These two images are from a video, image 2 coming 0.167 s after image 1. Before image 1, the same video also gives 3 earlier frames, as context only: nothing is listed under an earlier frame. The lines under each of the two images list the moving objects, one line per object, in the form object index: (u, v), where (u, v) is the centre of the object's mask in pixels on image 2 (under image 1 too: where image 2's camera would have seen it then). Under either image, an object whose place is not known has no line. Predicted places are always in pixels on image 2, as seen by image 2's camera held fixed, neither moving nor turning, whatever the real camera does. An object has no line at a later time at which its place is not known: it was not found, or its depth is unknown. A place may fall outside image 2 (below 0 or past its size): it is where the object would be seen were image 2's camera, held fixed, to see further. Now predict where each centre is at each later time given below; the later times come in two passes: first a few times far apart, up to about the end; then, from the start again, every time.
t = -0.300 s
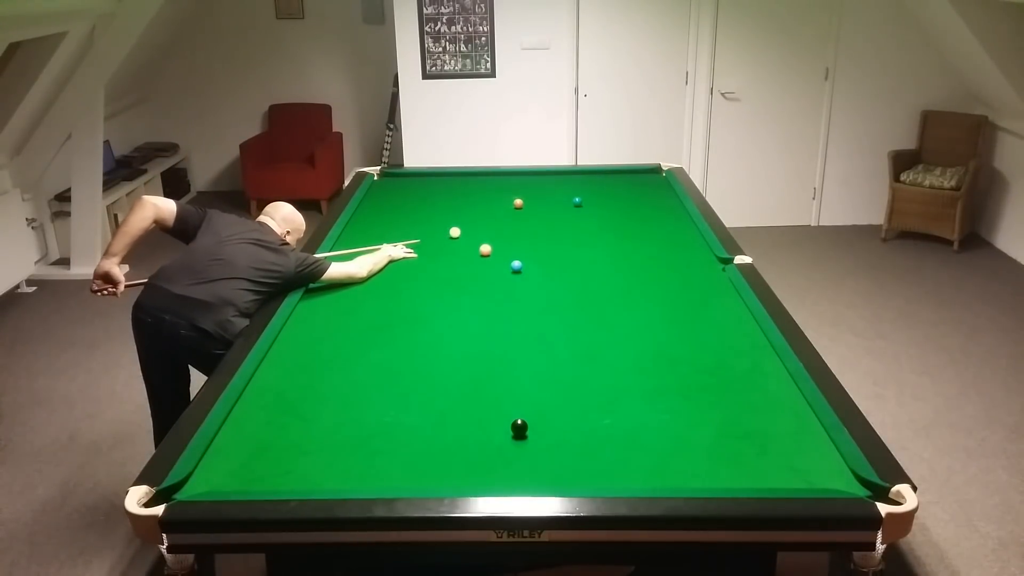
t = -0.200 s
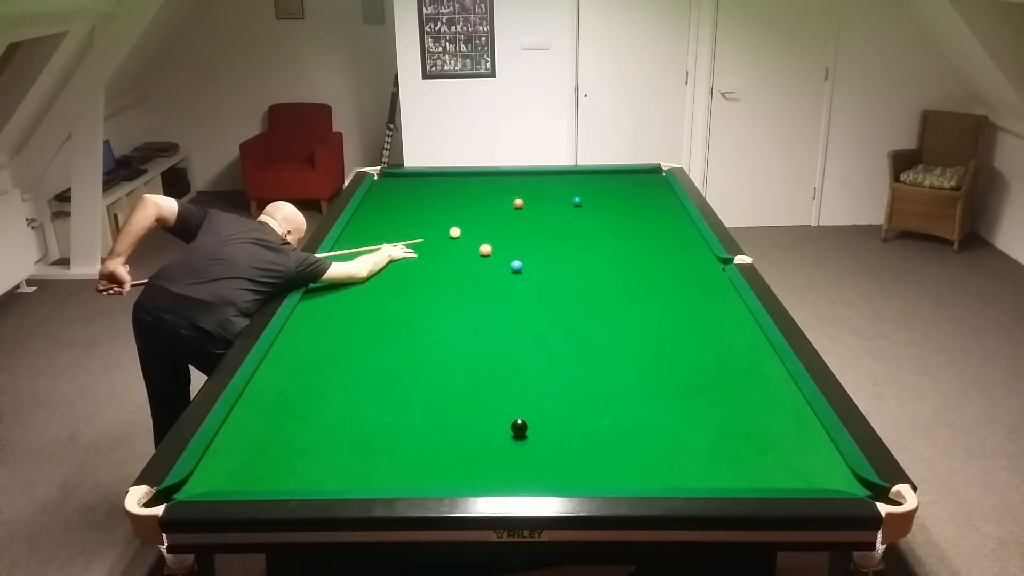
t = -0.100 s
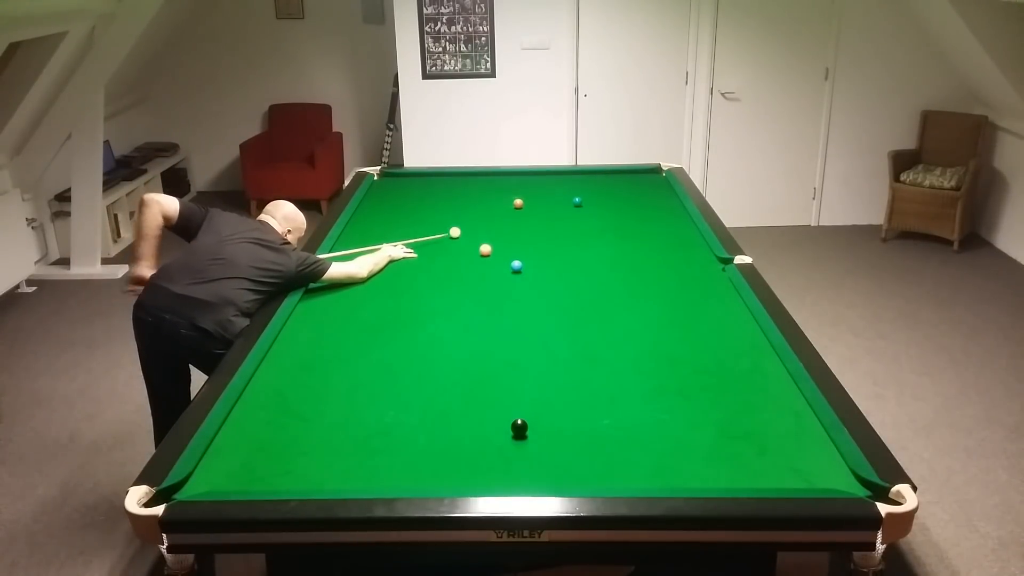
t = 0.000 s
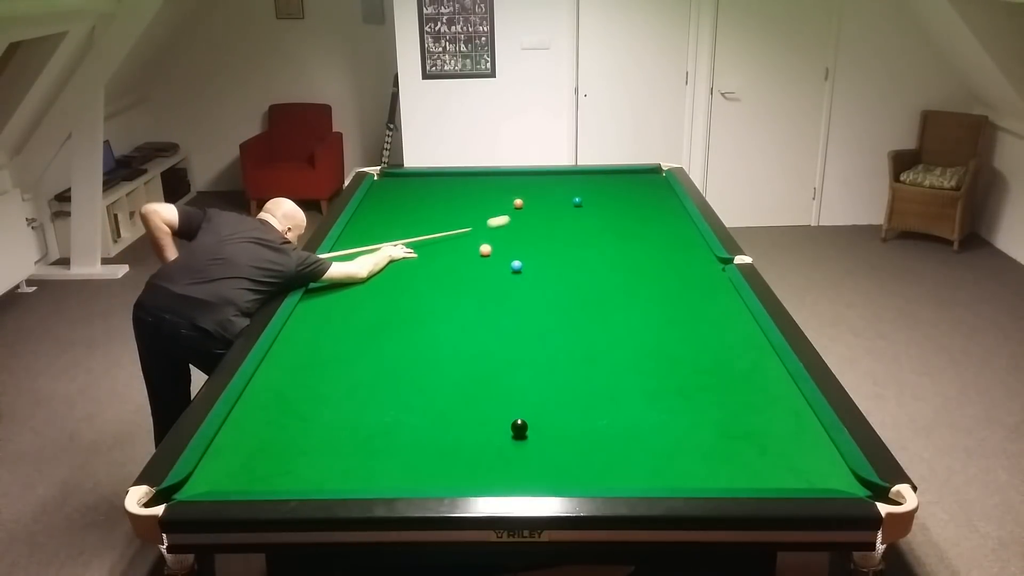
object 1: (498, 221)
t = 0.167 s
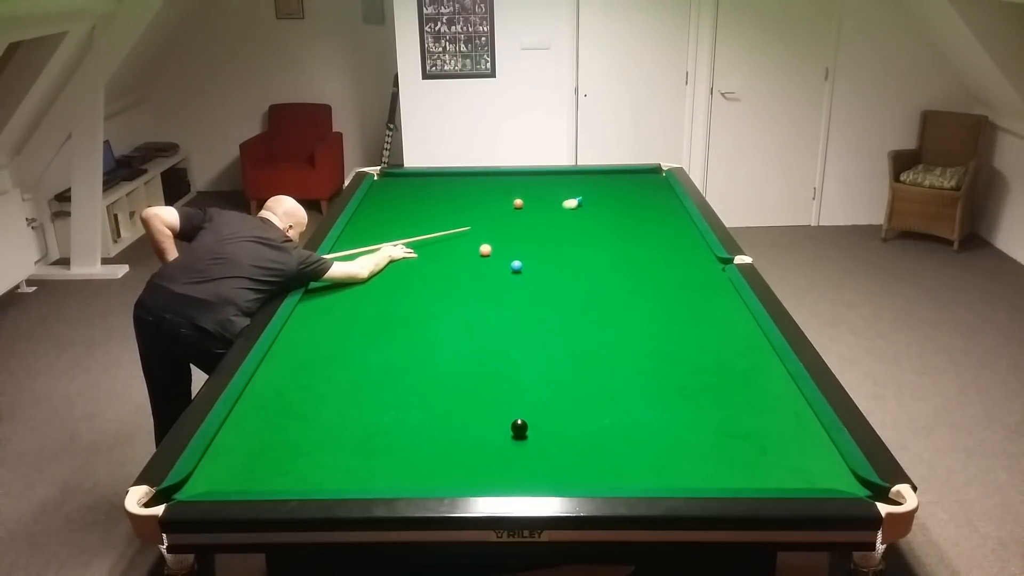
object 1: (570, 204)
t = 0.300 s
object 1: (584, 205)
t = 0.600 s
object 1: (610, 206)
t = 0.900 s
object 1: (634, 207)
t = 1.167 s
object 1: (655, 208)
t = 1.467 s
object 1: (677, 209)
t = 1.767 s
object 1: (672, 210)
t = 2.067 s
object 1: (661, 211)
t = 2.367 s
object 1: (652, 212)
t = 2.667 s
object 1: (643, 213)
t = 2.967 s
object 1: (636, 214)
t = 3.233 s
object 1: (630, 215)
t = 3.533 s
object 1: (625, 215)
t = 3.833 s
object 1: (622, 216)
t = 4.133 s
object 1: (619, 216)
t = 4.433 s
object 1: (618, 216)
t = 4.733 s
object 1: (618, 216)
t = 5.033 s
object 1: (618, 216)
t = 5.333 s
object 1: (618, 216)
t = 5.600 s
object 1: (618, 216)
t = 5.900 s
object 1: (618, 216)
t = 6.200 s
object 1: (618, 216)
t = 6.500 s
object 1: (618, 216)
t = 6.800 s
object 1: (618, 216)
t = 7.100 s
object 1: (618, 216)
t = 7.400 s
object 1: (618, 216)
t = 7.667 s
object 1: (618, 216)
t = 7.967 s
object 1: (618, 216)
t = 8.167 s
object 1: (618, 216)
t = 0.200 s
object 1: (575, 204)
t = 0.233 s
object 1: (578, 204)
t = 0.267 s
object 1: (581, 204)
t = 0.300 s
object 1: (584, 205)
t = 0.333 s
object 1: (587, 205)
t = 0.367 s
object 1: (590, 205)
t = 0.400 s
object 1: (593, 205)
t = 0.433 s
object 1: (595, 205)
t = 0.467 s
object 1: (598, 205)
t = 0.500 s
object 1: (601, 205)
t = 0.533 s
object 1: (604, 205)
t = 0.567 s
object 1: (607, 206)
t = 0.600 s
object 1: (610, 206)
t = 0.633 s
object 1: (612, 206)
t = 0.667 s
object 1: (615, 206)
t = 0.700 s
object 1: (618, 206)
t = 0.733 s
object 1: (621, 206)
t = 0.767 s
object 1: (623, 206)
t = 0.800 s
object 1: (626, 207)
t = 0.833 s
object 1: (629, 207)
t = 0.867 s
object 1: (631, 207)
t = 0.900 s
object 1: (634, 207)
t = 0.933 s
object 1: (637, 207)
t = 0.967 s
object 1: (639, 207)
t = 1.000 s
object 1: (642, 207)
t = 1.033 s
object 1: (644, 208)
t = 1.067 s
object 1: (647, 208)
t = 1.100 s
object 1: (650, 208)
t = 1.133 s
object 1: (652, 208)
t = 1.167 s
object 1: (655, 208)
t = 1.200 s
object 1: (657, 208)
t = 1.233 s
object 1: (660, 208)
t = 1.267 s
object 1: (662, 208)
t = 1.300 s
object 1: (665, 208)
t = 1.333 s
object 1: (667, 209)
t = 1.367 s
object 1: (669, 209)
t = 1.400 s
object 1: (672, 209)
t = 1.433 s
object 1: (674, 209)
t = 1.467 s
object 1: (677, 209)
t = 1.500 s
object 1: (679, 209)
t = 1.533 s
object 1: (681, 209)
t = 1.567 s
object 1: (680, 210)
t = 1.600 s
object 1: (679, 210)
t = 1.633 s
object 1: (678, 210)
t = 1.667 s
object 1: (676, 210)
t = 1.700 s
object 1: (675, 210)
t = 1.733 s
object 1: (674, 210)
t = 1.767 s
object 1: (672, 210)
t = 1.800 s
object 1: (671, 210)
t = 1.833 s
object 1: (670, 210)
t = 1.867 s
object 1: (669, 211)
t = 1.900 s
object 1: (667, 211)
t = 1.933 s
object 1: (666, 211)
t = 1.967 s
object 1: (665, 211)
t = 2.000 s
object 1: (664, 211)
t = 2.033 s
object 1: (663, 211)
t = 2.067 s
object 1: (661, 211)
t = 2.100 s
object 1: (660, 212)
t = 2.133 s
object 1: (659, 212)
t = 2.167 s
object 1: (658, 212)
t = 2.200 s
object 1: (657, 212)
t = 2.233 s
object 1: (656, 212)
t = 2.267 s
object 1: (655, 212)
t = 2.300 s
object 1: (654, 212)
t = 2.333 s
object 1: (653, 212)
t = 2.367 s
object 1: (652, 212)
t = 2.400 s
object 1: (651, 212)
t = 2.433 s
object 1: (650, 213)
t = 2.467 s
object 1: (649, 213)
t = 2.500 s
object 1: (648, 213)
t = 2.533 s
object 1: (647, 213)
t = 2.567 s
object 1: (646, 213)
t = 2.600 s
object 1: (645, 213)
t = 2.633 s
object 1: (644, 213)
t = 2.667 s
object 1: (643, 213)
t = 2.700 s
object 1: (643, 213)
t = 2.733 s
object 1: (642, 213)
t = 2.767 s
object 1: (641, 214)
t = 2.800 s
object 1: (640, 214)
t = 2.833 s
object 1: (639, 214)
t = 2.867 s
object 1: (638, 214)
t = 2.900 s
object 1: (638, 214)
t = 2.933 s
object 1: (637, 214)
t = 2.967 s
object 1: (636, 214)
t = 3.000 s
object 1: (635, 214)
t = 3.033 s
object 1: (634, 214)
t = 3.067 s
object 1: (634, 214)
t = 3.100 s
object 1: (633, 214)
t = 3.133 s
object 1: (632, 214)
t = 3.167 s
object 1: (632, 214)
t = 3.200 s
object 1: (631, 215)
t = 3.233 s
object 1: (630, 215)
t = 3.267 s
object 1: (630, 215)
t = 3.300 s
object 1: (629, 215)
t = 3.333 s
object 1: (629, 215)
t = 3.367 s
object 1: (628, 215)
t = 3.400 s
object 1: (627, 215)
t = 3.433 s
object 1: (627, 215)
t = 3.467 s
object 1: (626, 215)
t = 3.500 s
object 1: (626, 215)
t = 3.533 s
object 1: (625, 215)
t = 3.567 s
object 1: (625, 215)
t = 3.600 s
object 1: (624, 215)
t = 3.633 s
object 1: (624, 215)
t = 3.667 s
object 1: (624, 215)
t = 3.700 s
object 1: (623, 215)
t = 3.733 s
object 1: (623, 215)
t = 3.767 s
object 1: (622, 215)
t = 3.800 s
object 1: (622, 215)
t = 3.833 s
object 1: (622, 216)
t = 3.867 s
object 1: (621, 216)
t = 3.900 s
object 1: (621, 216)
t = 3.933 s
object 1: (621, 216)
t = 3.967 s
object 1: (620, 216)
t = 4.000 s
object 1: (620, 216)
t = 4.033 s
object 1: (620, 216)
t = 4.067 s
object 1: (620, 216)
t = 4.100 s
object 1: (619, 216)
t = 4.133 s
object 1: (619, 216)
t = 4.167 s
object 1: (619, 216)
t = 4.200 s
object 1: (619, 216)
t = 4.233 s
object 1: (618, 216)
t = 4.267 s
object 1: (618, 216)
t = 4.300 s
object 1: (618, 216)
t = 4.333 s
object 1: (618, 216)
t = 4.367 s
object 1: (618, 216)
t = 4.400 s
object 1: (618, 216)
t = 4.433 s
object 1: (618, 216)
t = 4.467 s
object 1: (618, 216)
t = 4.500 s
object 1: (618, 216)
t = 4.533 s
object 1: (618, 216)
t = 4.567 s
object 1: (618, 216)
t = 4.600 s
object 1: (618, 216)
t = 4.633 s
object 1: (618, 216)
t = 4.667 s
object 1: (618, 216)
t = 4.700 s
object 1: (618, 216)
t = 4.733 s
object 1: (618, 216)
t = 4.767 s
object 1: (618, 216)
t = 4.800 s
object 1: (618, 216)
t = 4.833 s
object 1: (618, 216)
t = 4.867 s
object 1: (618, 216)
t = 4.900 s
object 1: (618, 216)
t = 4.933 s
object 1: (618, 216)
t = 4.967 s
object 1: (618, 216)
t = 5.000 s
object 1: (618, 216)
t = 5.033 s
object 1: (618, 216)
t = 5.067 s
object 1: (618, 216)
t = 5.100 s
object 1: (618, 216)
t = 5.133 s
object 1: (618, 216)
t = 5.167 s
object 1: (618, 216)
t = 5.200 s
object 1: (618, 216)
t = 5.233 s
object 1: (618, 216)
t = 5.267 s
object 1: (618, 216)
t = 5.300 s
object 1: (618, 216)
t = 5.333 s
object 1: (618, 216)
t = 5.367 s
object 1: (618, 216)
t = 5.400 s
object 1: (618, 216)
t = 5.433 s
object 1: (618, 216)
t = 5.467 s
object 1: (618, 216)
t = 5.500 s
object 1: (618, 216)
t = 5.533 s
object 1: (618, 216)
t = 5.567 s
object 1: (618, 216)
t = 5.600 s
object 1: (618, 216)
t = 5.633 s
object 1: (618, 216)
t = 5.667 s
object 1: (618, 216)
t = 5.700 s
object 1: (618, 216)
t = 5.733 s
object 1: (618, 216)
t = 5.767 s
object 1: (618, 216)
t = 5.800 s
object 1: (618, 216)
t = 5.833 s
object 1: (618, 216)
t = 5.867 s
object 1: (618, 216)
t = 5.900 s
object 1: (618, 216)
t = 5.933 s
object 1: (618, 216)
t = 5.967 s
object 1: (618, 216)
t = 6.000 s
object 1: (618, 216)
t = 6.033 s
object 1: (618, 216)
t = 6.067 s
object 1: (618, 216)
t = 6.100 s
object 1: (618, 216)
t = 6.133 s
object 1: (618, 216)
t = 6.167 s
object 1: (618, 216)
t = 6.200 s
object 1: (618, 216)
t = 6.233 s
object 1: (618, 216)
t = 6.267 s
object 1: (618, 216)
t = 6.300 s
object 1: (618, 216)
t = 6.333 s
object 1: (618, 216)
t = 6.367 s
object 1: (618, 216)
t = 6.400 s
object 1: (618, 216)
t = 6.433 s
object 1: (618, 216)
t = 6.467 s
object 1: (618, 216)
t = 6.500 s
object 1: (618, 216)
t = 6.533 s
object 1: (618, 216)
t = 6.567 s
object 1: (618, 216)
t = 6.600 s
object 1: (618, 216)
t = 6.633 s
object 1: (618, 216)
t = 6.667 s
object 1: (618, 216)
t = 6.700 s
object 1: (618, 216)
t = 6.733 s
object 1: (618, 216)
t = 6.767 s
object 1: (618, 216)
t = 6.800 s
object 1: (618, 216)
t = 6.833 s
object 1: (618, 216)
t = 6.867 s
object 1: (618, 216)
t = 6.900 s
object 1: (618, 216)
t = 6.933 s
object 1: (618, 216)
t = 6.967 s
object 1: (618, 216)
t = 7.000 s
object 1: (618, 216)
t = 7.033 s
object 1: (618, 216)
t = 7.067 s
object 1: (618, 216)
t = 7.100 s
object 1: (618, 216)
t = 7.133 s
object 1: (618, 216)
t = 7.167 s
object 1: (618, 216)
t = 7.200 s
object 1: (618, 216)
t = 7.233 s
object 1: (618, 216)
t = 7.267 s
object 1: (618, 216)
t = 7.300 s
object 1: (618, 216)
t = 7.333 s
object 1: (618, 216)
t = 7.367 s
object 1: (618, 216)
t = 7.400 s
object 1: (618, 216)
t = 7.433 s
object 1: (618, 216)
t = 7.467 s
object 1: (618, 216)
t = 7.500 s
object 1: (618, 216)
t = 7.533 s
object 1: (618, 216)
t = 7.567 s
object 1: (618, 216)
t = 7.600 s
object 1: (618, 216)
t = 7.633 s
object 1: (618, 216)
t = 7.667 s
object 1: (618, 216)
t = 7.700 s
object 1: (618, 216)
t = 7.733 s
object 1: (618, 216)
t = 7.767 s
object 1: (618, 216)
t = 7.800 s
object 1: (618, 216)
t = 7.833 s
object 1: (618, 216)
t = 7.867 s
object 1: (618, 216)
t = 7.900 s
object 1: (618, 216)
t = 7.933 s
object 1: (618, 216)
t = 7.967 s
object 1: (618, 216)
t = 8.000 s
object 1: (618, 216)
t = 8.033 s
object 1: (618, 216)
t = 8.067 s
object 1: (618, 216)
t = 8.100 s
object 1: (618, 216)
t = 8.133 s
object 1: (618, 216)
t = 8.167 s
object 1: (618, 216)
